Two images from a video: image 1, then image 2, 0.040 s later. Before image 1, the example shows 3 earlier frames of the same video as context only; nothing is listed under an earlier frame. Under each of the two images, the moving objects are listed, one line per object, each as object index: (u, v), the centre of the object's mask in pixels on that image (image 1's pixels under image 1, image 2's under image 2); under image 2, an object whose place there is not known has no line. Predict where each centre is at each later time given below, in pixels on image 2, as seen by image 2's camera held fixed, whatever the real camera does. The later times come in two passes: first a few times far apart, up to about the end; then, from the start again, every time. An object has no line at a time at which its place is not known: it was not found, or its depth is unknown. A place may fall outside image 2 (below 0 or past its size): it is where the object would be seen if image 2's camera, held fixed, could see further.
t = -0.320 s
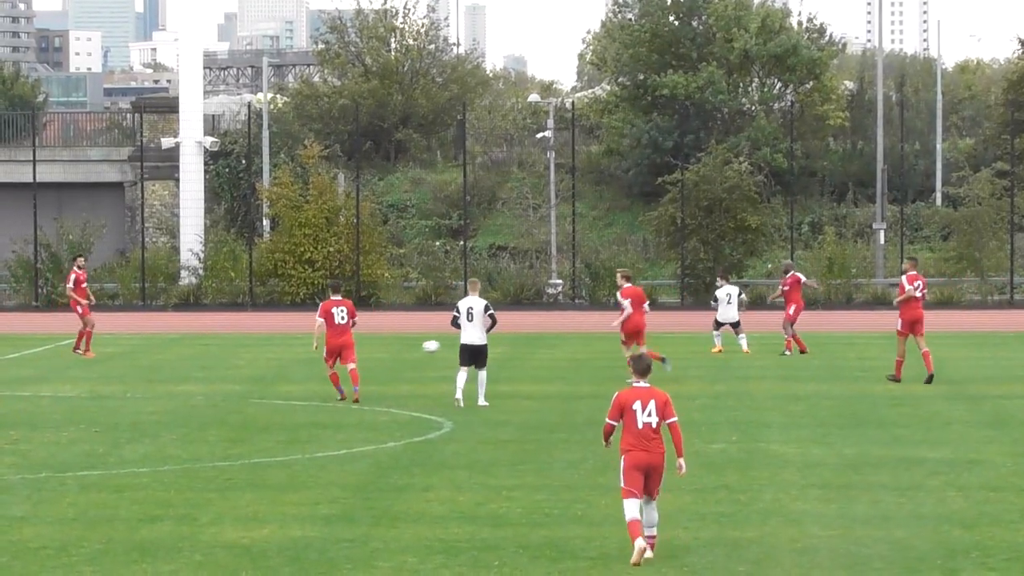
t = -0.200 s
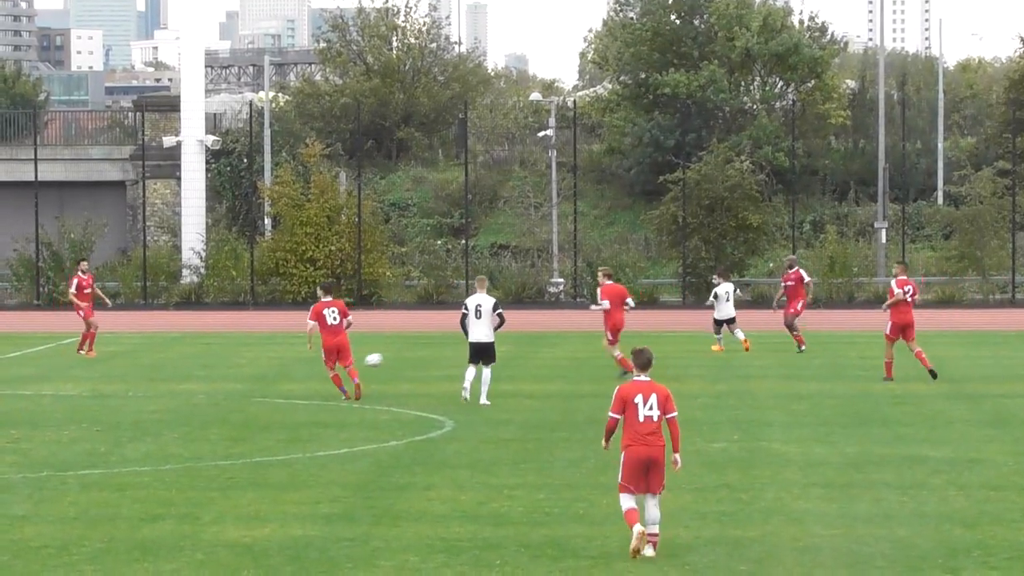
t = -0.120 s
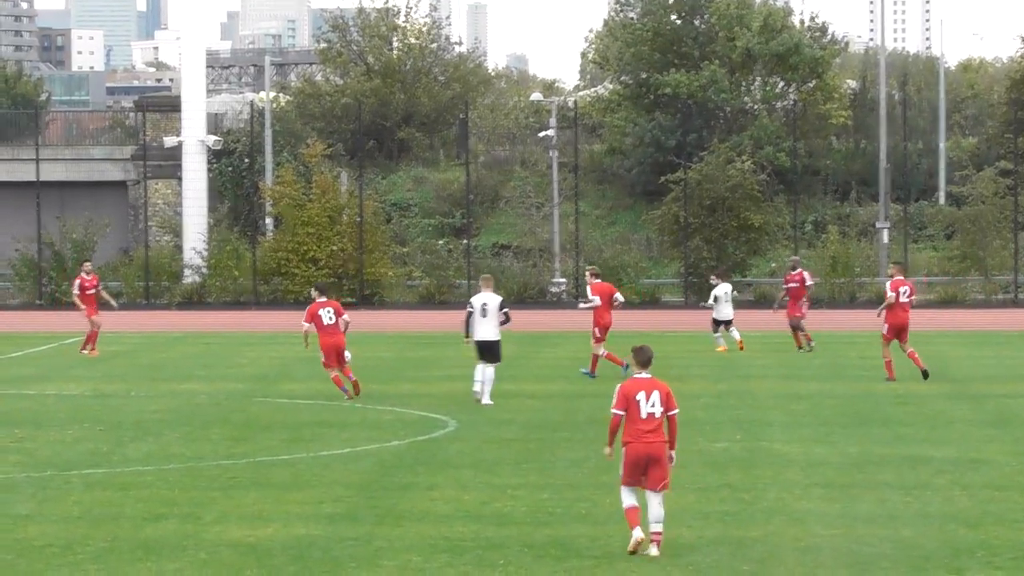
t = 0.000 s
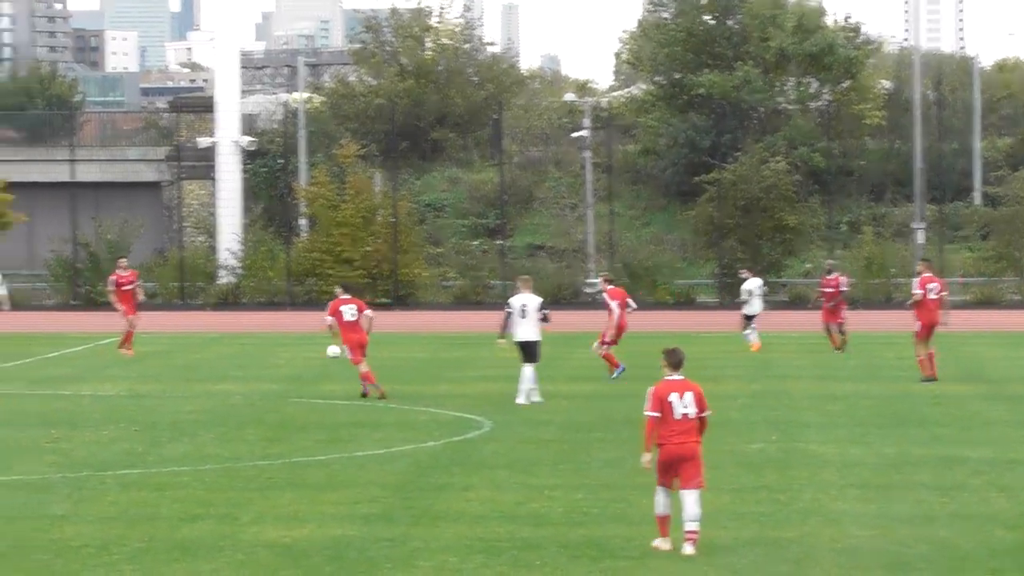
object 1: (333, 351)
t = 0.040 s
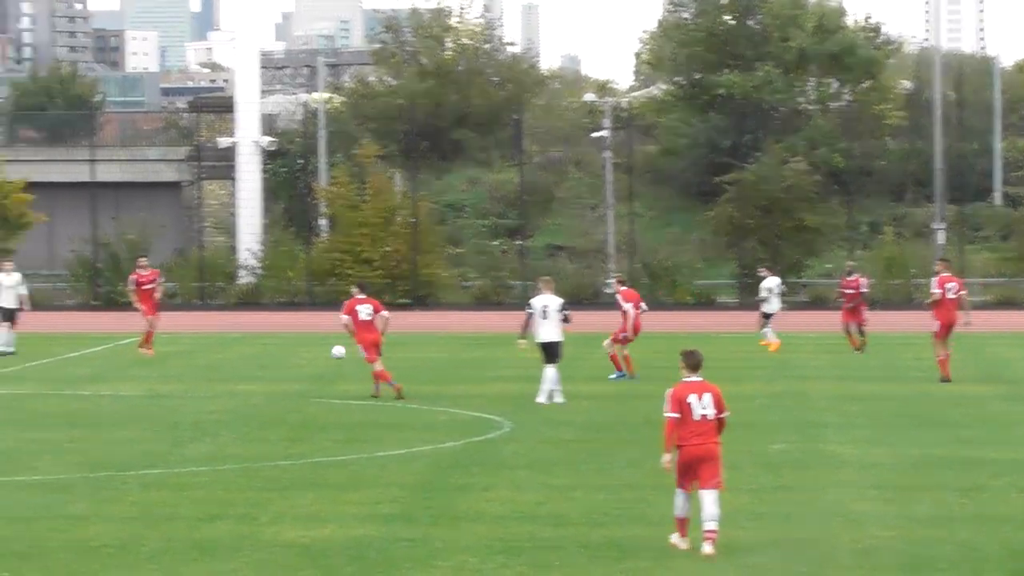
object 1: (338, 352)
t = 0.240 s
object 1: (264, 367)
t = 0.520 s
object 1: (187, 370)
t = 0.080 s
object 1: (323, 353)
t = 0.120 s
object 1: (308, 355)
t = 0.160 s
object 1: (293, 358)
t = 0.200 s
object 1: (279, 362)
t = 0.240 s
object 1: (264, 367)
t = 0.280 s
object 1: (252, 365)
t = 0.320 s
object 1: (241, 364)
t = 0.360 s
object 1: (230, 363)
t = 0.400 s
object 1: (219, 363)
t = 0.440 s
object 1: (208, 365)
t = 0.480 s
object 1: (198, 367)
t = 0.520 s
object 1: (187, 370)
